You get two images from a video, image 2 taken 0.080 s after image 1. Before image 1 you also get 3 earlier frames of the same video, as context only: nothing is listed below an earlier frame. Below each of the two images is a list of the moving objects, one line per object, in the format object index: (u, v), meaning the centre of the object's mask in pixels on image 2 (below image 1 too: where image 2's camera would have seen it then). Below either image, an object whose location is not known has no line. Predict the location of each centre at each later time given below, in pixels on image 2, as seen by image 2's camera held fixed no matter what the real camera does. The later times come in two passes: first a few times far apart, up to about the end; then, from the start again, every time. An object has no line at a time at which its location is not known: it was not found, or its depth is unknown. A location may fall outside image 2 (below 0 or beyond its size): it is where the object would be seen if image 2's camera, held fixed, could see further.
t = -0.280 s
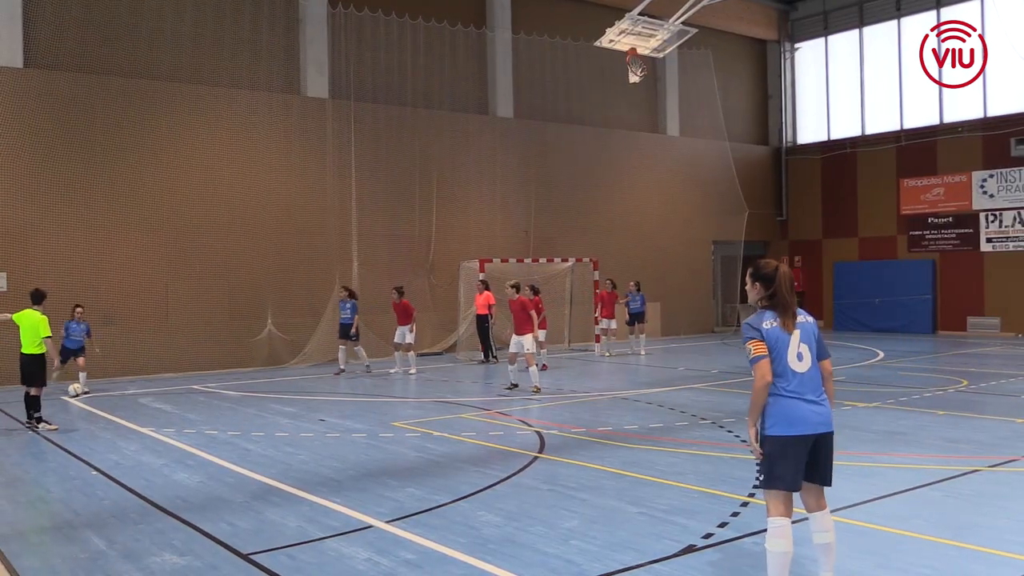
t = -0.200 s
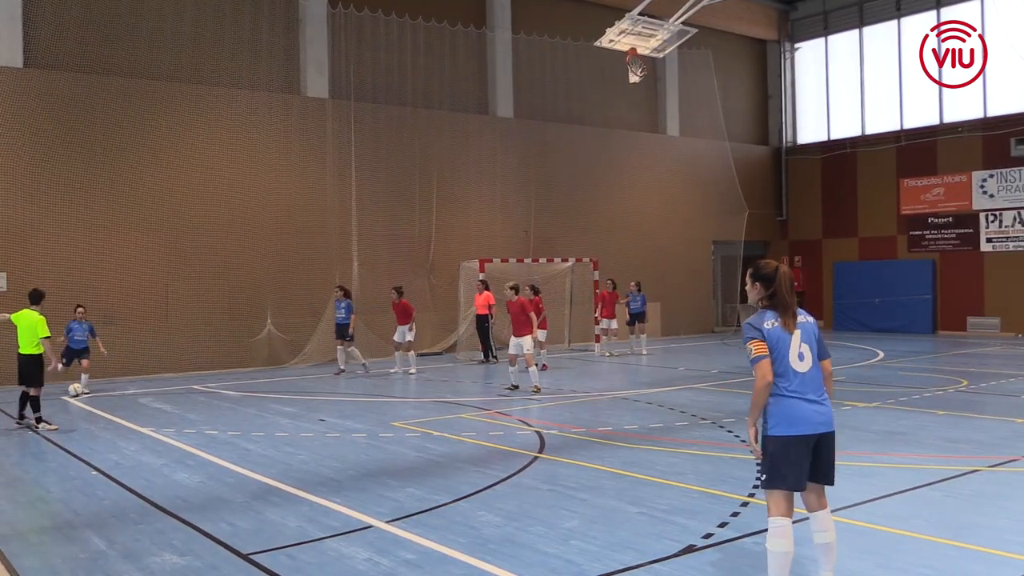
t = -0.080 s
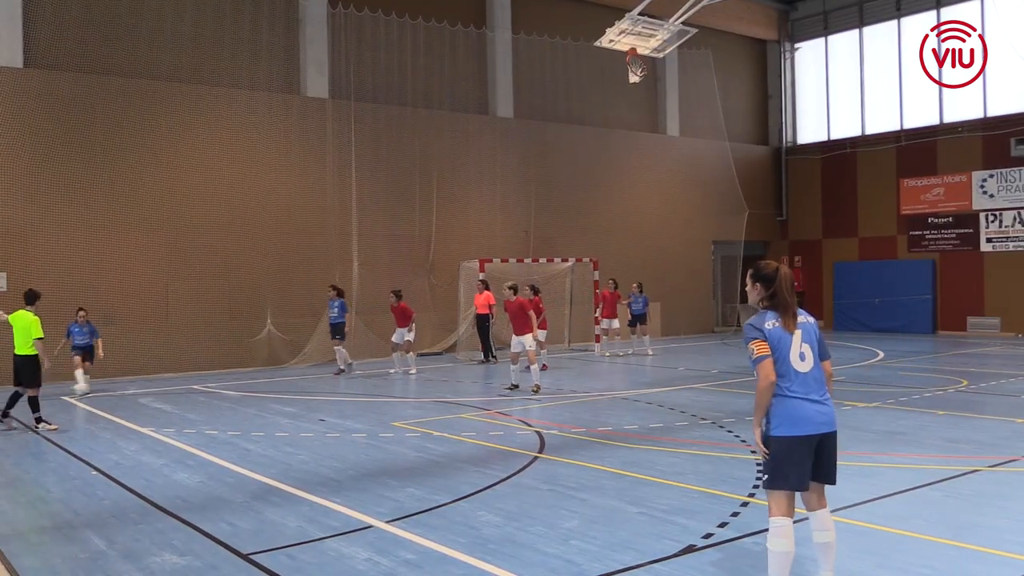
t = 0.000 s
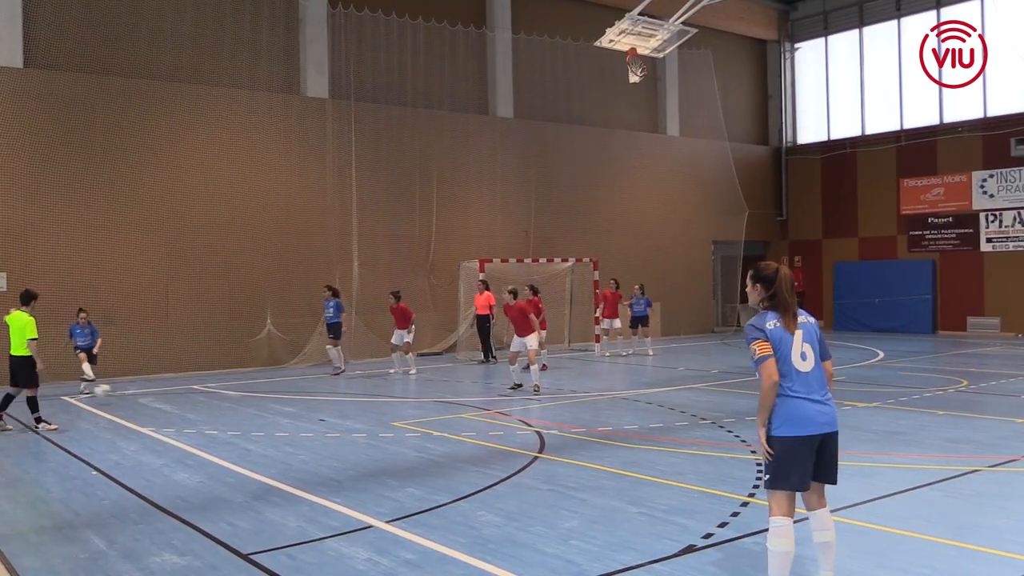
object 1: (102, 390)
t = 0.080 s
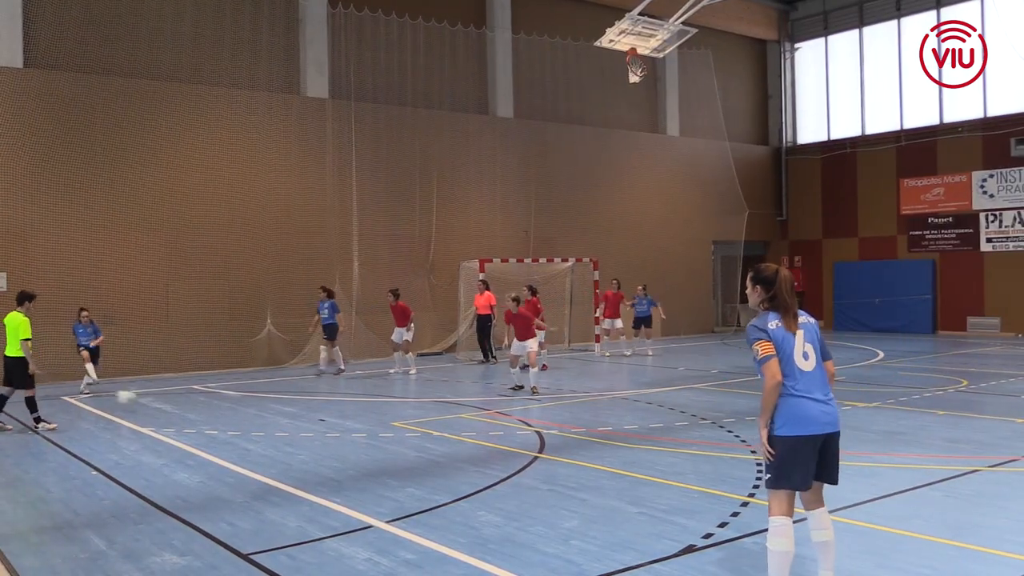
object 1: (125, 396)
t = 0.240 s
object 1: (183, 419)
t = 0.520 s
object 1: (312, 451)
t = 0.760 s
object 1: (451, 483)
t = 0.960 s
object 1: (601, 514)
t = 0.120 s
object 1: (139, 402)
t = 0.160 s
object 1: (154, 409)
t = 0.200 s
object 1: (169, 416)
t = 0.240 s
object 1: (183, 419)
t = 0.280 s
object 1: (200, 420)
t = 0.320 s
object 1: (218, 423)
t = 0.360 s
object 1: (235, 430)
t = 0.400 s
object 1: (253, 436)
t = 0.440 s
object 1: (271, 440)
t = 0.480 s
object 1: (291, 446)
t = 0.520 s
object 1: (312, 451)
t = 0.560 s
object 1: (332, 456)
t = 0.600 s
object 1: (355, 461)
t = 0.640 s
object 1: (379, 466)
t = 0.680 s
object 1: (401, 471)
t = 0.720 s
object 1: (428, 477)
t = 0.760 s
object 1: (451, 483)
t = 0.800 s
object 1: (481, 489)
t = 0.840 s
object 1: (508, 495)
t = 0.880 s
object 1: (538, 504)
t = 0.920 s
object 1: (569, 508)
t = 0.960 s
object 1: (601, 514)
